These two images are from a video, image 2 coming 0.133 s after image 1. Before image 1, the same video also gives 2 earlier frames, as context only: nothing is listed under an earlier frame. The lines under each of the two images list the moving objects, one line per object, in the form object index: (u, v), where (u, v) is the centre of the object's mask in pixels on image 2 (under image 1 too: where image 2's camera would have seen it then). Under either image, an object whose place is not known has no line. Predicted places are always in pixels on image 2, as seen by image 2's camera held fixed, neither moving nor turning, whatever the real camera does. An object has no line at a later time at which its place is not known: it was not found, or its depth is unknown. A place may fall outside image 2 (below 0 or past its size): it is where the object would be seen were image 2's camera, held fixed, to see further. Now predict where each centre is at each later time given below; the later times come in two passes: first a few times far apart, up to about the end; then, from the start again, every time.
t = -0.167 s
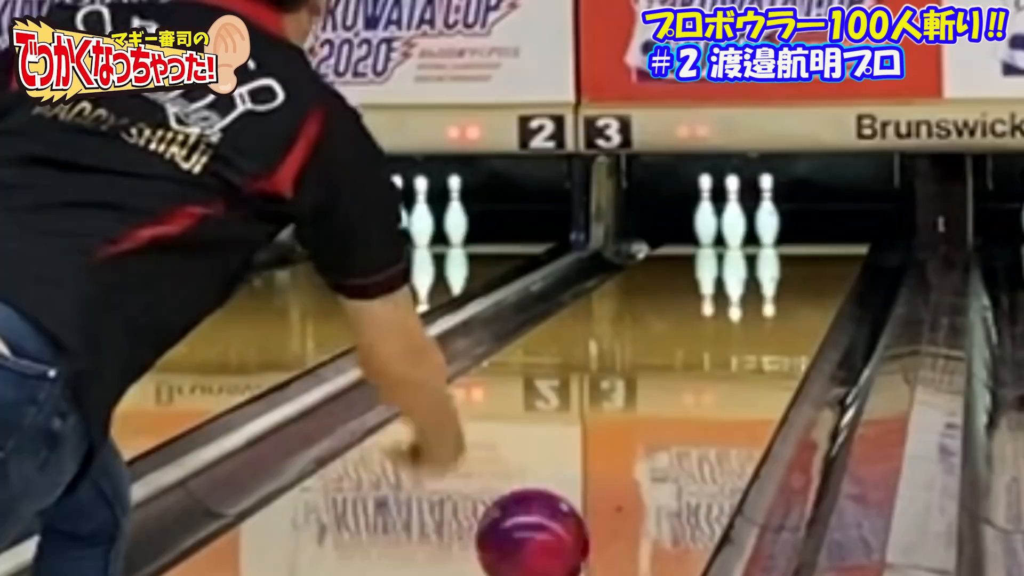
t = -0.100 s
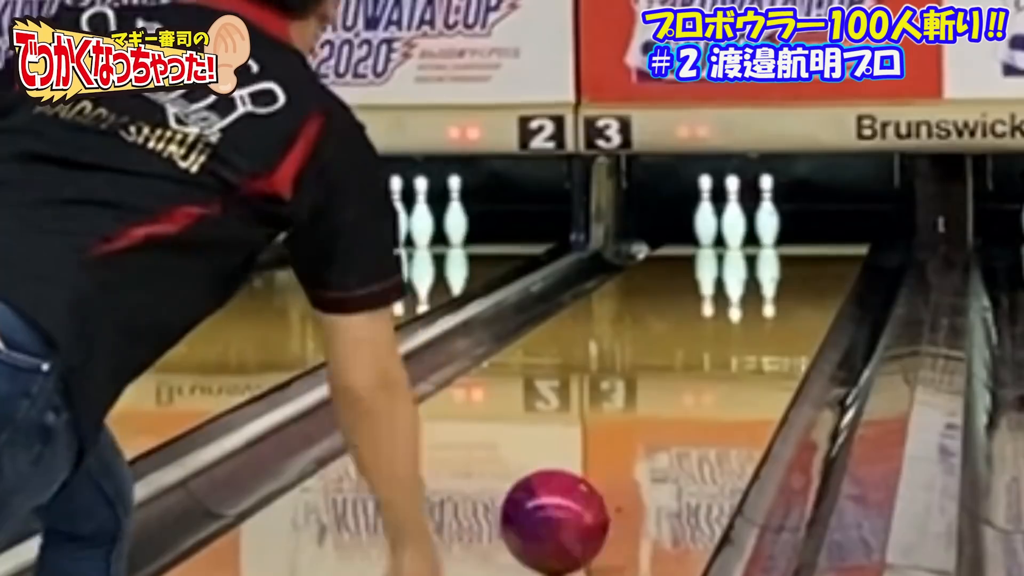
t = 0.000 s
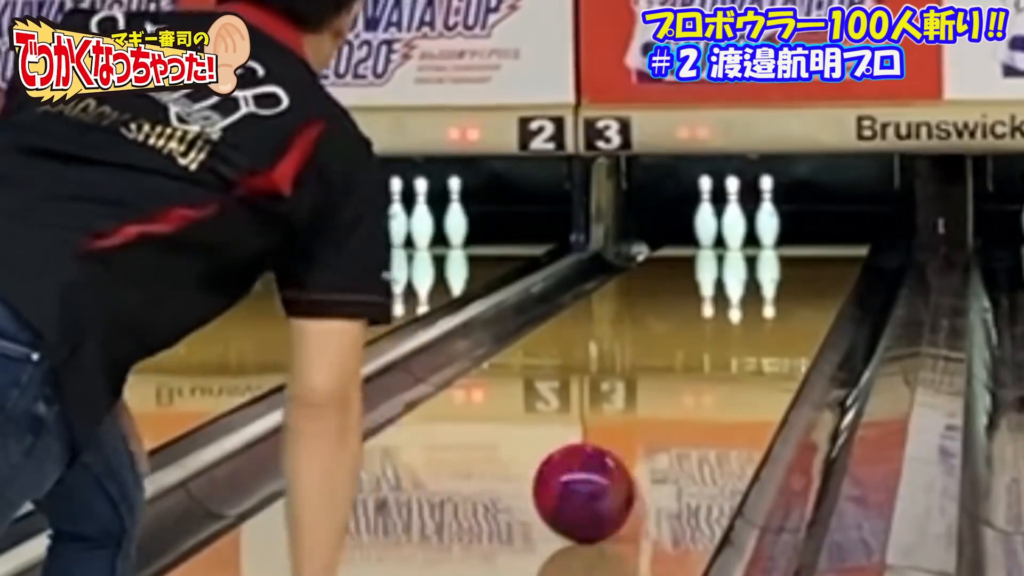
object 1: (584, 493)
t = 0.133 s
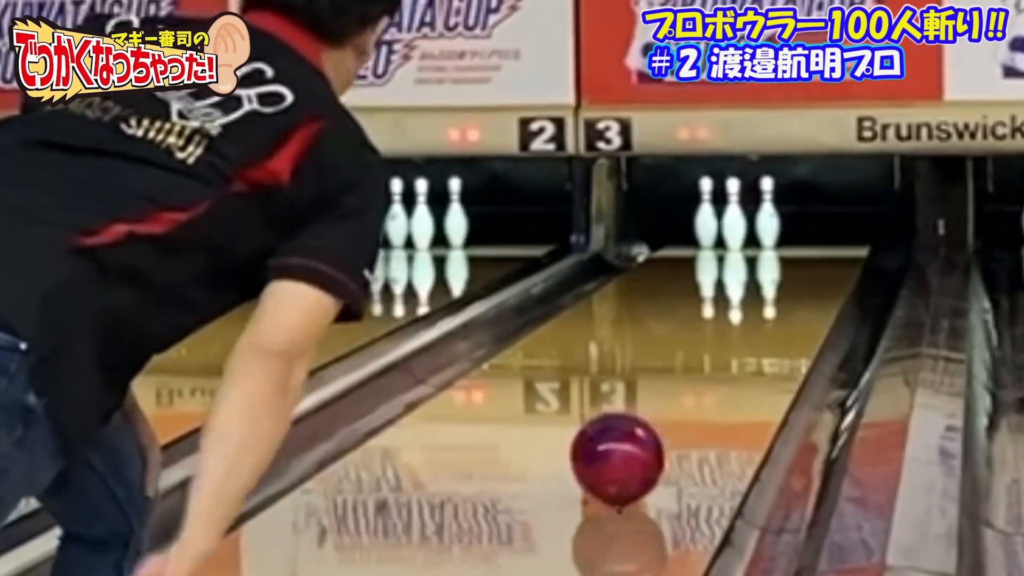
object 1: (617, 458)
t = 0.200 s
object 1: (632, 442)
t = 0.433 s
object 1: (675, 395)
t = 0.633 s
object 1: (703, 363)
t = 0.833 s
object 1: (727, 337)
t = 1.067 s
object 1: (748, 311)
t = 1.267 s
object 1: (764, 293)
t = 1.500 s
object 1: (775, 276)
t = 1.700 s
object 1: (782, 261)
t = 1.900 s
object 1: (786, 249)
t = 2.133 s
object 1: (780, 239)
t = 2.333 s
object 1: (772, 231)
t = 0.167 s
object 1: (625, 450)
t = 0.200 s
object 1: (632, 442)
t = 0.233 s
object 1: (639, 434)
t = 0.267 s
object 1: (645, 427)
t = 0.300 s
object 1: (651, 420)
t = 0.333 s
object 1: (658, 414)
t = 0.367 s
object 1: (664, 408)
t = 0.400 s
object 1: (669, 402)
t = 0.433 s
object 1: (675, 395)
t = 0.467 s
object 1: (681, 389)
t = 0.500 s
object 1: (686, 384)
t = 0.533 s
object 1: (691, 378)
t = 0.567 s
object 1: (695, 373)
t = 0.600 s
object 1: (699, 368)
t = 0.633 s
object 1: (703, 363)
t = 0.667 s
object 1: (708, 359)
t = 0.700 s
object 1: (712, 354)
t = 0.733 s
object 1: (717, 350)
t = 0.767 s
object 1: (720, 346)
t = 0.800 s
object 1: (724, 341)
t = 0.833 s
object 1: (727, 337)
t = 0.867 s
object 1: (731, 333)
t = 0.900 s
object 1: (734, 329)
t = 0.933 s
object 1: (737, 326)
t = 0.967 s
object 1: (740, 321)
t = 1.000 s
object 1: (743, 318)
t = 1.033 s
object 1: (746, 315)
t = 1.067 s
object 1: (748, 311)
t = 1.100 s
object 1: (752, 308)
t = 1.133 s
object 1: (755, 305)
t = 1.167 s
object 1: (757, 302)
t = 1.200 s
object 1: (759, 299)
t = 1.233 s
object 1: (762, 295)
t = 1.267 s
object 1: (764, 293)
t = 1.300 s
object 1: (766, 290)
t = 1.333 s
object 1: (768, 286)
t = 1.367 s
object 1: (769, 285)
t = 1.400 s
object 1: (771, 282)
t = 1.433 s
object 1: (773, 279)
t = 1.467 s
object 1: (773, 276)
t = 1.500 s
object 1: (775, 276)
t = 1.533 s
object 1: (777, 274)
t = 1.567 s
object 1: (776, 272)
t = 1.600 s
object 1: (778, 270)
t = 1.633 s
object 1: (779, 267)
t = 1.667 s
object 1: (781, 263)
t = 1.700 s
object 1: (782, 261)
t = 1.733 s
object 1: (784, 258)
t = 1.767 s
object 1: (785, 258)
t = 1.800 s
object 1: (786, 256)
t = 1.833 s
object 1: (786, 253)
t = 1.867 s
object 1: (786, 251)
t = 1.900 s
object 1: (786, 249)
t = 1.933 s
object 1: (786, 248)
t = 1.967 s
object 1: (786, 246)
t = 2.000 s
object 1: (785, 244)
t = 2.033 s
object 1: (785, 242)
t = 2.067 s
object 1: (785, 240)
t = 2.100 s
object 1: (784, 239)
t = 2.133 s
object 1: (780, 239)
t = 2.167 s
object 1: (780, 237)
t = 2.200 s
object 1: (781, 235)
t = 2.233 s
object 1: (781, 232)
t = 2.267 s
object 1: (778, 231)
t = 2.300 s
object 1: (775, 230)
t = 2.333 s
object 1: (772, 231)
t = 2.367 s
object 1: (772, 230)
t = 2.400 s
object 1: (774, 228)
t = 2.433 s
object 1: (773, 226)
